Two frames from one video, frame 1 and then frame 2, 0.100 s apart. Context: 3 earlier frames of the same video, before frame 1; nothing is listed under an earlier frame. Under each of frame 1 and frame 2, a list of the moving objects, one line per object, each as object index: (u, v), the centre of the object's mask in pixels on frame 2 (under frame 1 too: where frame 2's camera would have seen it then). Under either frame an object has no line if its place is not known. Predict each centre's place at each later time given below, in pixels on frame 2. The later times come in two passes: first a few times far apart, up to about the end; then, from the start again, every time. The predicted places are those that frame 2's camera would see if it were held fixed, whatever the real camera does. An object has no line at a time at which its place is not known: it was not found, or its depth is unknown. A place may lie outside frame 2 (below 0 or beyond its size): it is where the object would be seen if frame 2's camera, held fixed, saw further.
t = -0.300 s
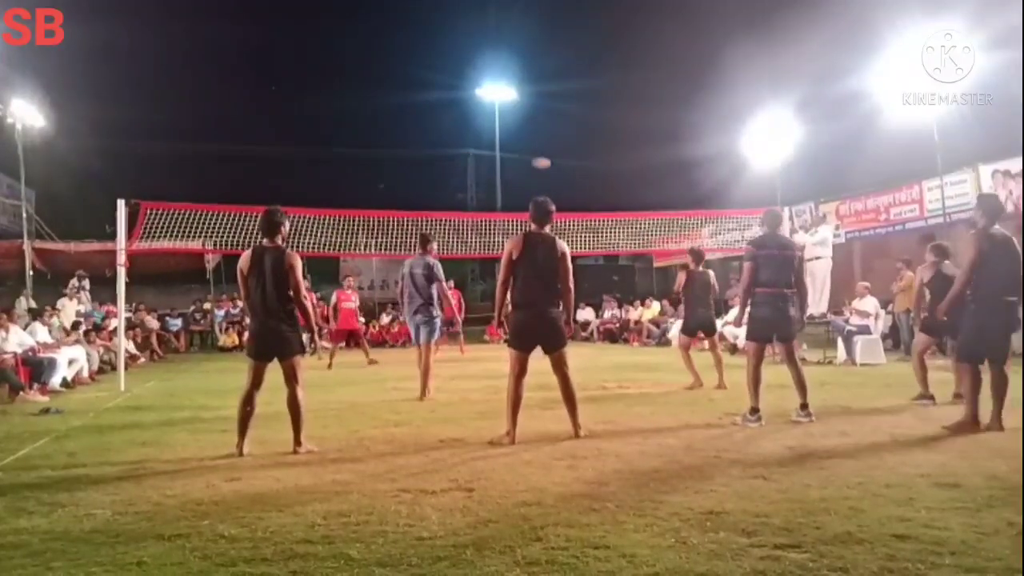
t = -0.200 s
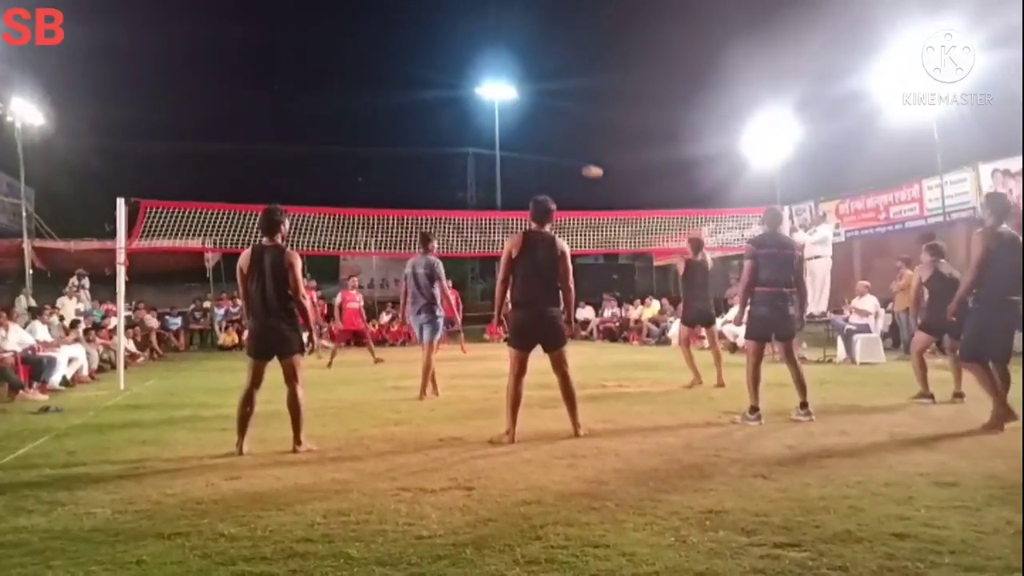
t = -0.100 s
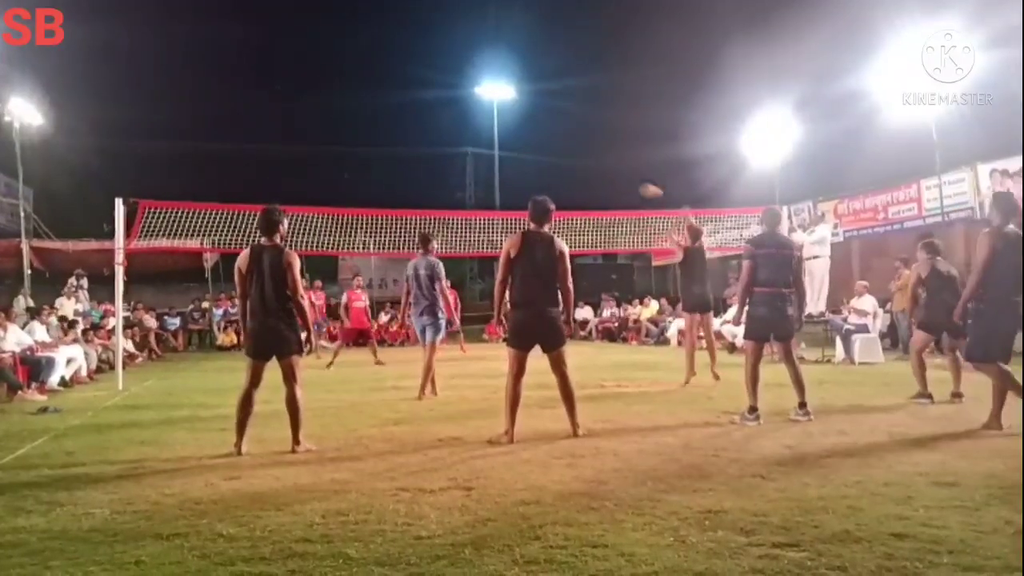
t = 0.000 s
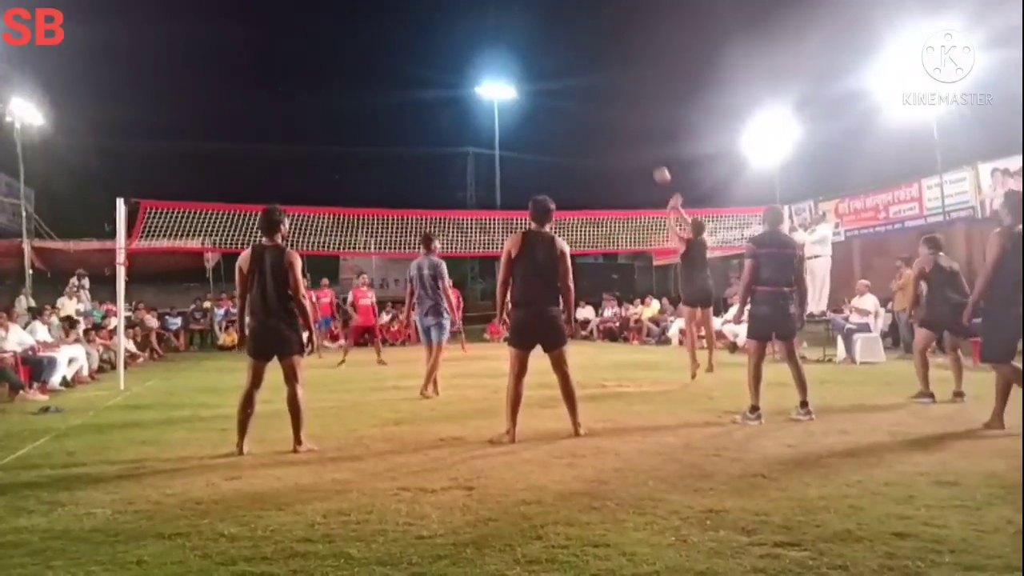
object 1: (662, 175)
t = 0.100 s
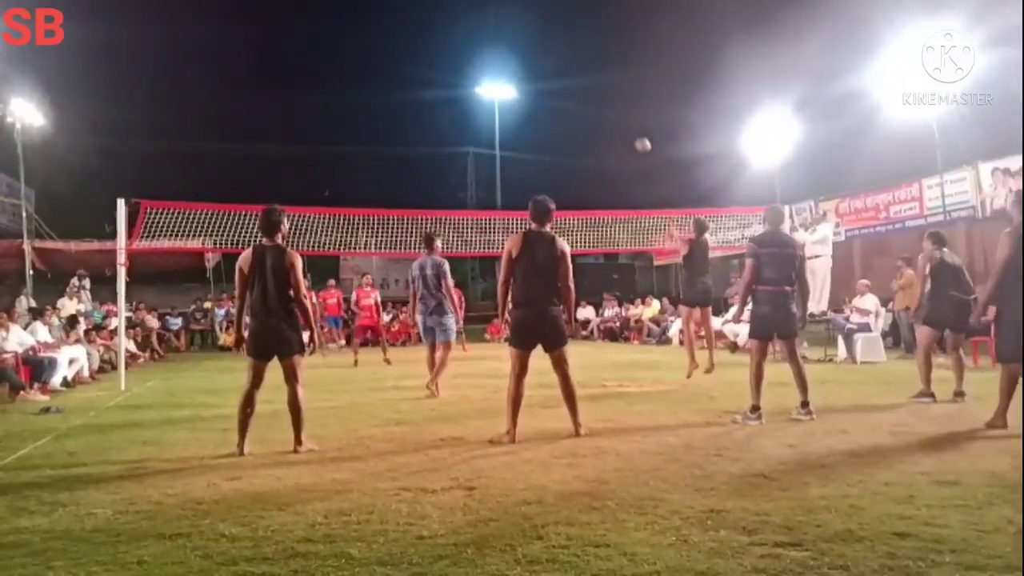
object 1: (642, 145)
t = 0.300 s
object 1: (611, 114)
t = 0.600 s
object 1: (577, 121)
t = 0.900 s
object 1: (554, 174)
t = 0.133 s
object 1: (636, 136)
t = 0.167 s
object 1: (631, 130)
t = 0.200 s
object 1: (625, 125)
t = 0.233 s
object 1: (620, 120)
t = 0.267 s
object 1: (616, 116)
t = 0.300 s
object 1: (611, 114)
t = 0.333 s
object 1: (606, 112)
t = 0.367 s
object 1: (602, 110)
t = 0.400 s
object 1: (598, 110)
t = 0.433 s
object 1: (594, 110)
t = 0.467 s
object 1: (590, 111)
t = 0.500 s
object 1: (587, 113)
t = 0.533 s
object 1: (584, 114)
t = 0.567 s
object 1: (580, 117)
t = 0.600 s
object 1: (577, 121)
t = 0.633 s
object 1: (574, 125)
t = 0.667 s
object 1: (571, 129)
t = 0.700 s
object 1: (568, 135)
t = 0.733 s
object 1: (566, 140)
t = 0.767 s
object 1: (563, 146)
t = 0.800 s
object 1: (561, 152)
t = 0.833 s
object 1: (558, 159)
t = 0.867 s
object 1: (556, 166)
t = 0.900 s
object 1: (554, 174)
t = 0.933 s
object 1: (552, 182)
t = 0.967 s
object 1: (550, 190)
